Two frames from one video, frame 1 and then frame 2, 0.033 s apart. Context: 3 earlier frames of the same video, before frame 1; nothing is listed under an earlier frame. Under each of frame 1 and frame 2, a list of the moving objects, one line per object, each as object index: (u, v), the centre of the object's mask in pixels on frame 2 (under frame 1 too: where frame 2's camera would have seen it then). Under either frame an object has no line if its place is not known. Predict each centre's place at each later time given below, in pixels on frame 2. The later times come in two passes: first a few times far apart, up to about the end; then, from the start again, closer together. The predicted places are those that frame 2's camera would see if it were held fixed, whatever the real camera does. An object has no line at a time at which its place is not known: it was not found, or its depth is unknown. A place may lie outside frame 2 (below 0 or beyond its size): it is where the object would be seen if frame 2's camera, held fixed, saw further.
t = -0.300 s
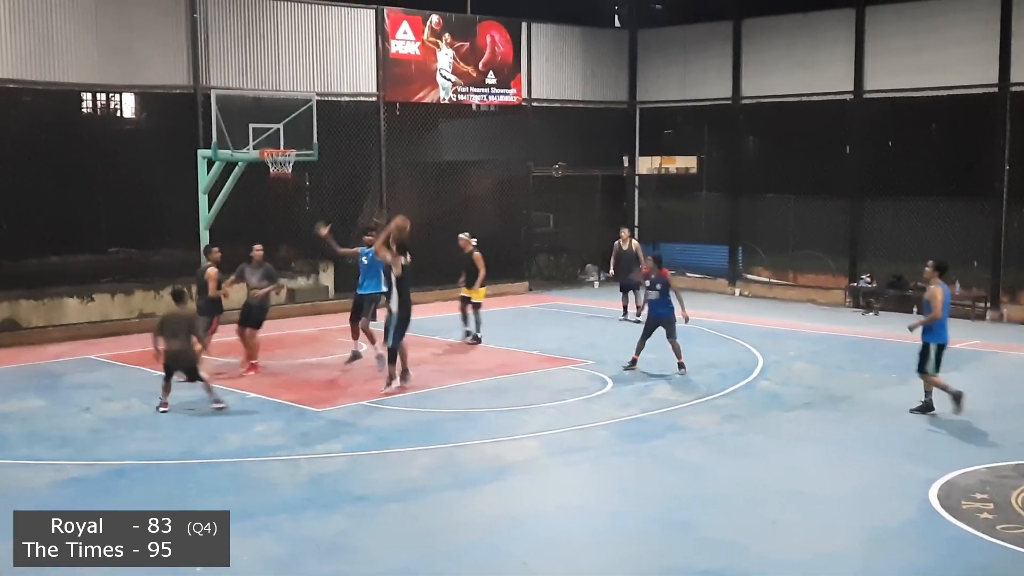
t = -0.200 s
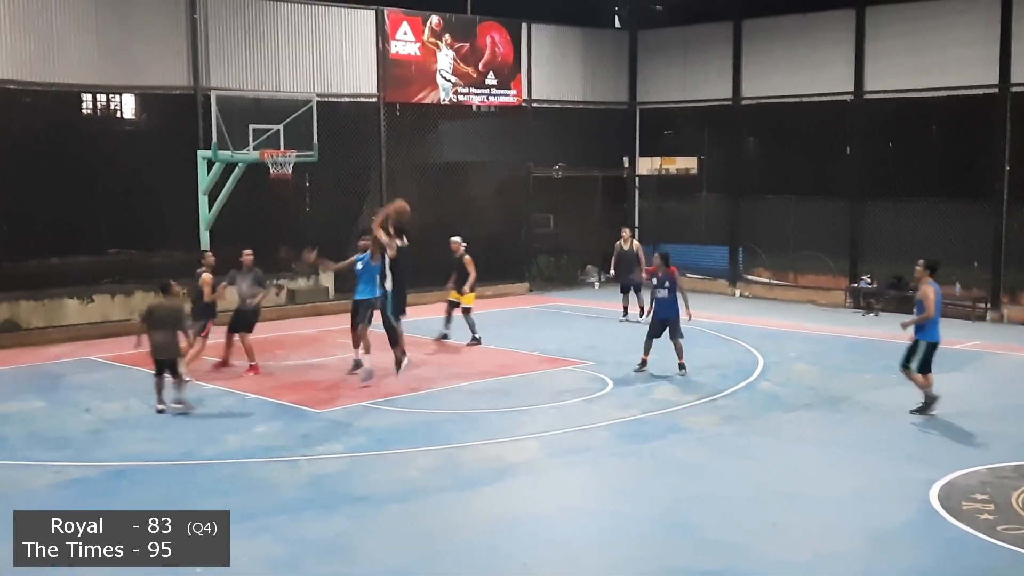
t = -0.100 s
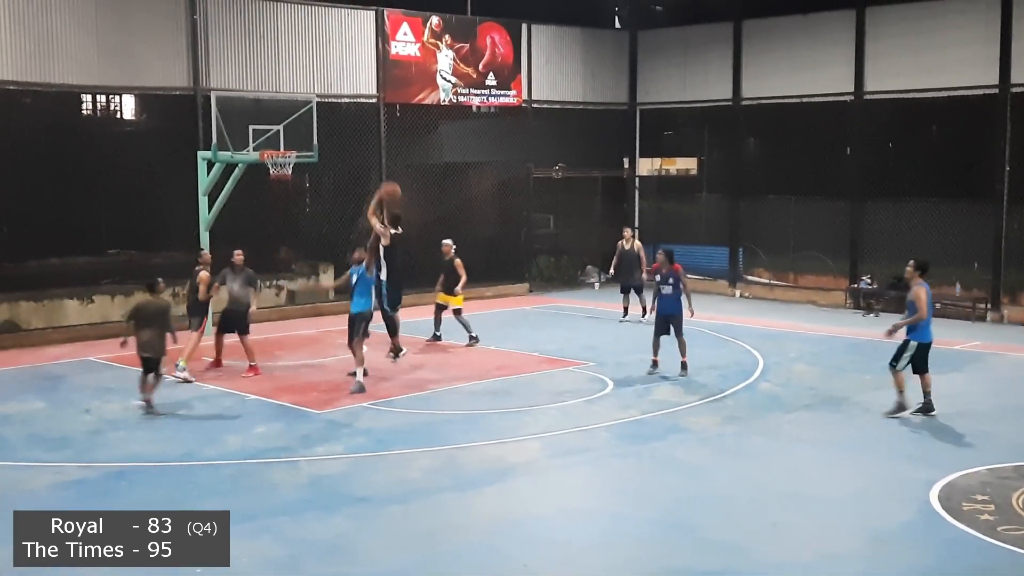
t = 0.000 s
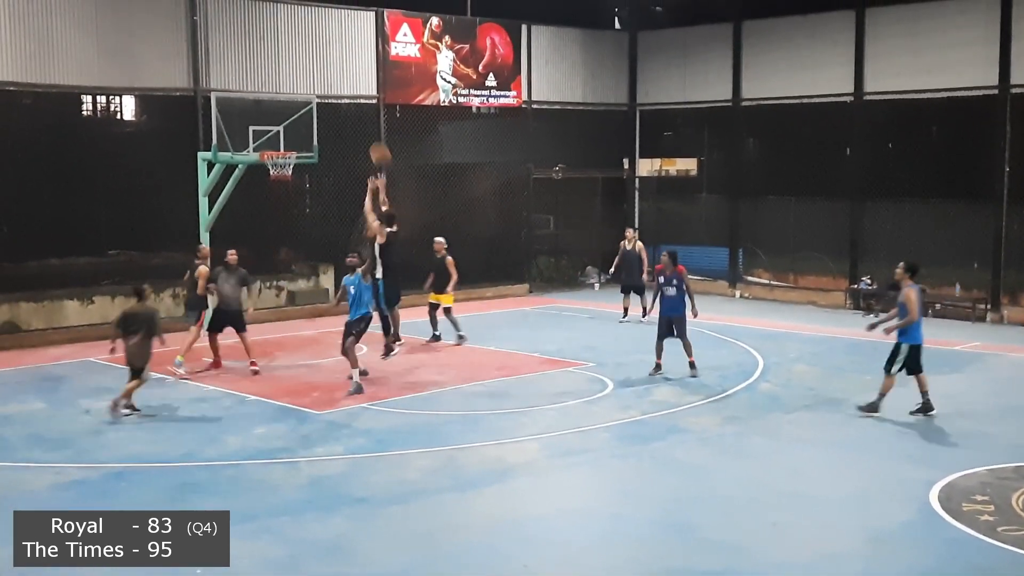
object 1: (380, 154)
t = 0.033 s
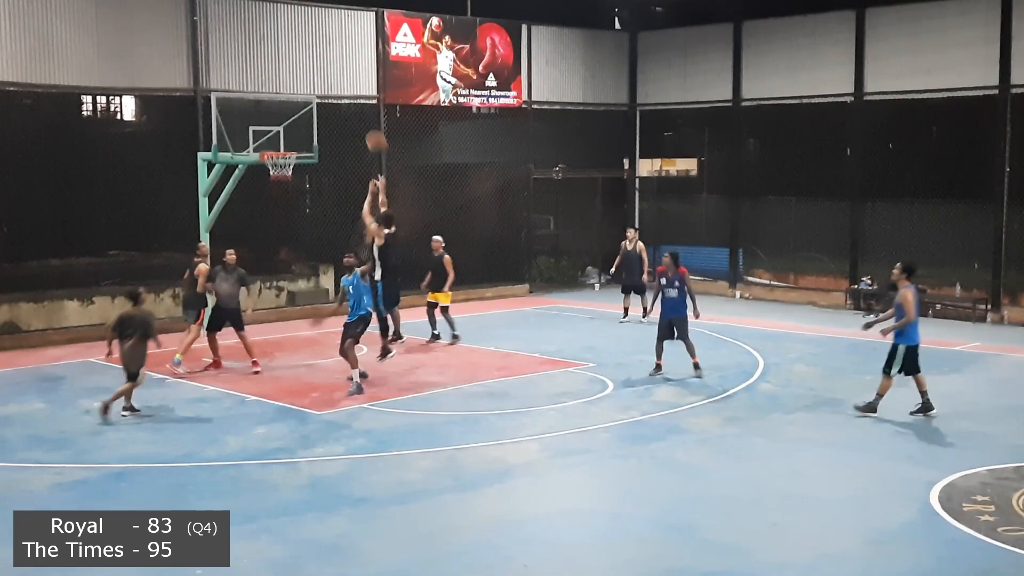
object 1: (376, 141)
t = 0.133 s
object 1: (364, 110)
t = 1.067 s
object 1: (276, 158)
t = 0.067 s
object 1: (372, 129)
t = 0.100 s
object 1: (368, 118)
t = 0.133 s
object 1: (364, 110)
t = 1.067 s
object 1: (276, 158)
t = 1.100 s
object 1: (270, 163)
